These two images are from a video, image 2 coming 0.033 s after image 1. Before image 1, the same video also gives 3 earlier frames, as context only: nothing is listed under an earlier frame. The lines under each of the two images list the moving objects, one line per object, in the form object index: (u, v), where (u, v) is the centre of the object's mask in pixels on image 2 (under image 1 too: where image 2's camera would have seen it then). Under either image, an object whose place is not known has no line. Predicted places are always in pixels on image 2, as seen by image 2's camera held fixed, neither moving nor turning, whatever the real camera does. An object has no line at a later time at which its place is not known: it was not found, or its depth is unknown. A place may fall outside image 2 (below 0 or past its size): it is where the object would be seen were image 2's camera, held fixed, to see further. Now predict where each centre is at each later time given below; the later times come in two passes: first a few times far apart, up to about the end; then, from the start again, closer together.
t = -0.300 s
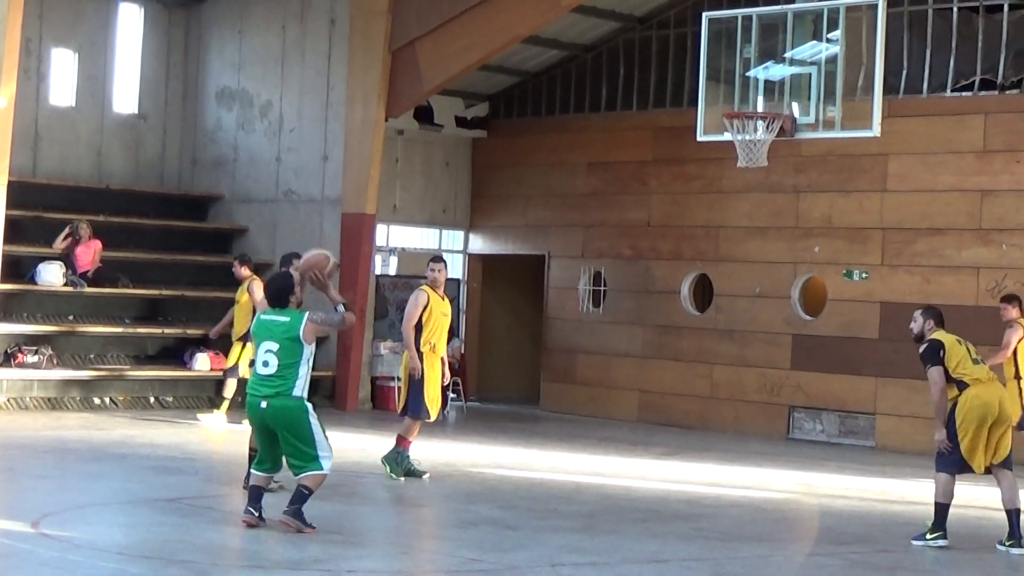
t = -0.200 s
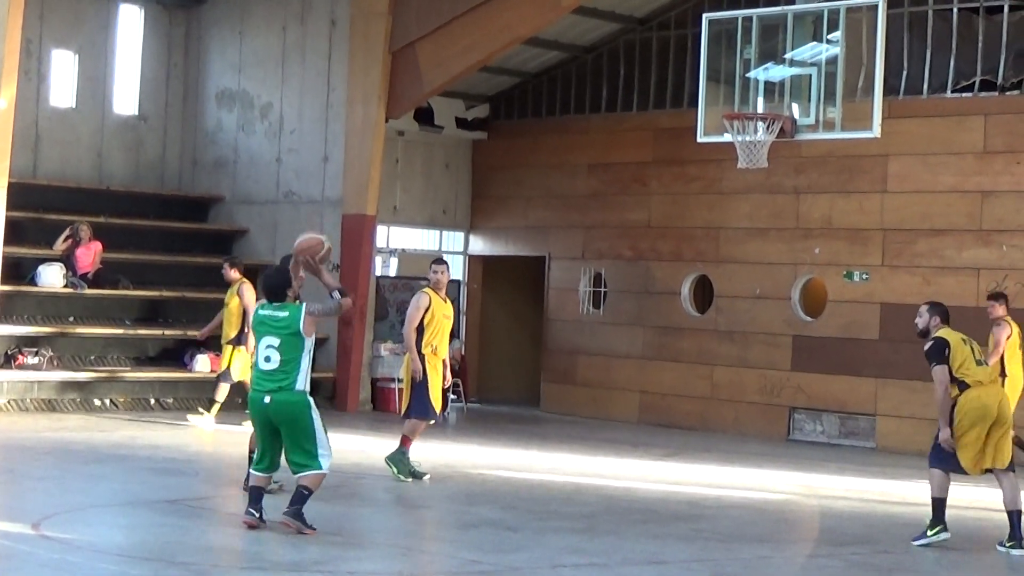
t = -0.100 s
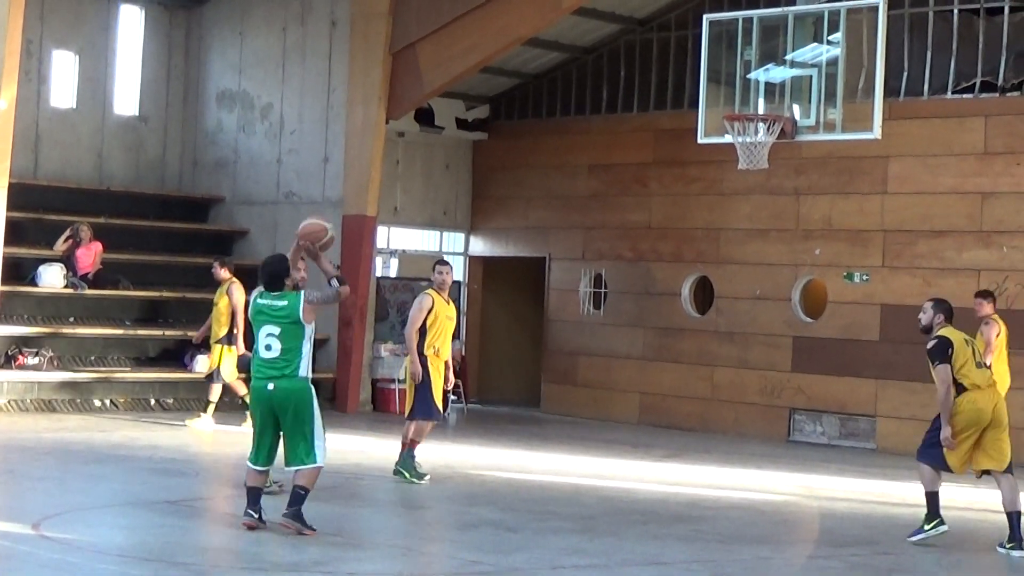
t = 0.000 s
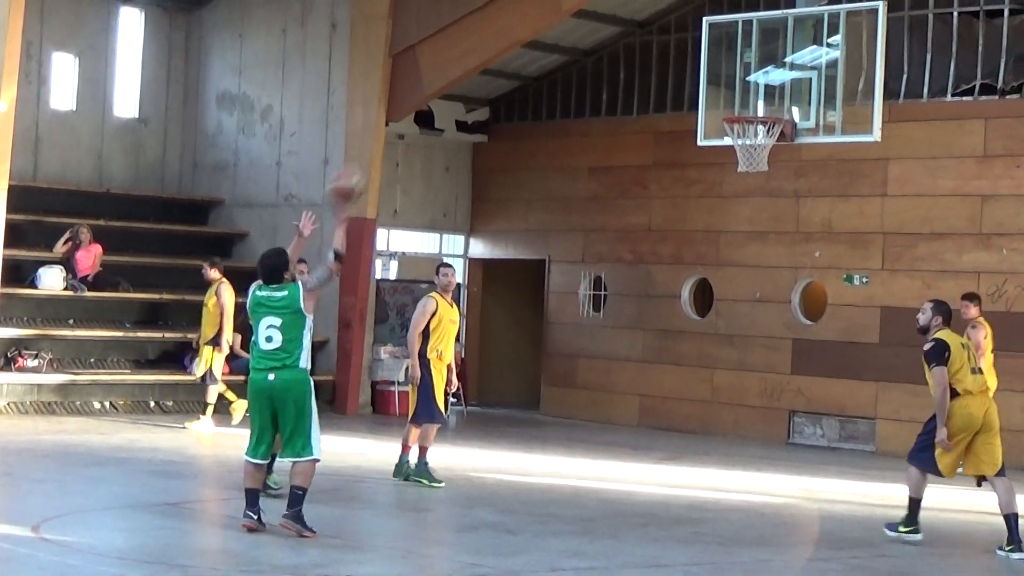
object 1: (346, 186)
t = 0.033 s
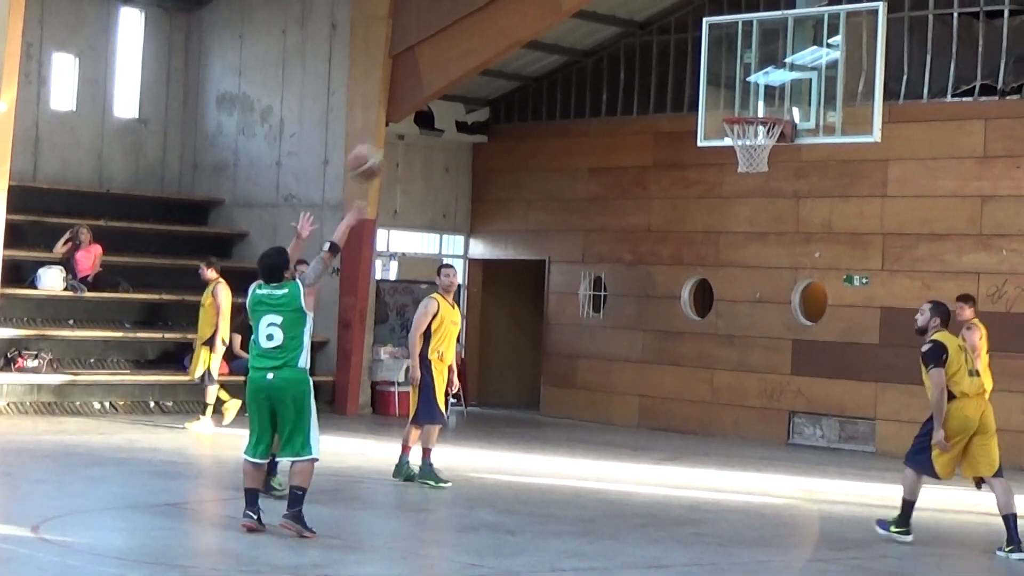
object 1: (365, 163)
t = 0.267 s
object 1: (499, 49)
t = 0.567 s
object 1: (644, 27)
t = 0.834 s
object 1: (753, 100)
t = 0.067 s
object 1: (385, 139)
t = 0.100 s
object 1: (406, 120)
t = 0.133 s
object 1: (423, 101)
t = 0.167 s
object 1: (444, 86)
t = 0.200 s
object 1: (462, 75)
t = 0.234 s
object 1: (481, 61)
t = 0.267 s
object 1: (499, 49)
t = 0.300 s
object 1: (515, 41)
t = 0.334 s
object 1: (533, 34)
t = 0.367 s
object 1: (549, 30)
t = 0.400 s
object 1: (566, 22)
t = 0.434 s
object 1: (582, 20)
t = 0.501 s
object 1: (613, 22)
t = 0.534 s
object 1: (629, 24)
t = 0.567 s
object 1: (644, 27)
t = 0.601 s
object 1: (659, 32)
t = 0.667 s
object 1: (686, 44)
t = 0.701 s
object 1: (700, 53)
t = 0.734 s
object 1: (715, 63)
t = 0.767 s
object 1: (728, 73)
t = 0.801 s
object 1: (741, 87)
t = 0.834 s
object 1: (753, 100)
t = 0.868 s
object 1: (765, 112)
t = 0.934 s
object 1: (747, 141)
